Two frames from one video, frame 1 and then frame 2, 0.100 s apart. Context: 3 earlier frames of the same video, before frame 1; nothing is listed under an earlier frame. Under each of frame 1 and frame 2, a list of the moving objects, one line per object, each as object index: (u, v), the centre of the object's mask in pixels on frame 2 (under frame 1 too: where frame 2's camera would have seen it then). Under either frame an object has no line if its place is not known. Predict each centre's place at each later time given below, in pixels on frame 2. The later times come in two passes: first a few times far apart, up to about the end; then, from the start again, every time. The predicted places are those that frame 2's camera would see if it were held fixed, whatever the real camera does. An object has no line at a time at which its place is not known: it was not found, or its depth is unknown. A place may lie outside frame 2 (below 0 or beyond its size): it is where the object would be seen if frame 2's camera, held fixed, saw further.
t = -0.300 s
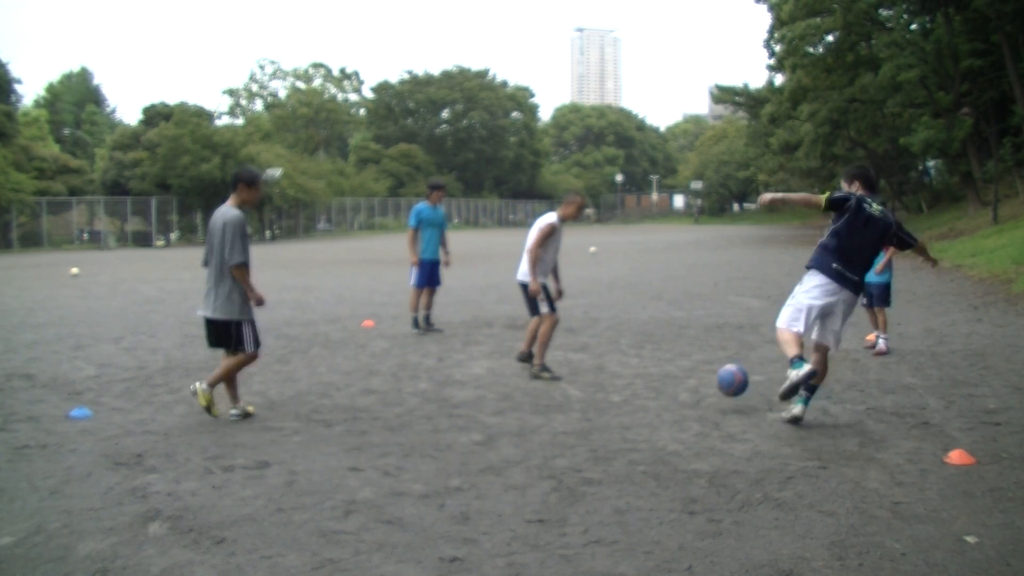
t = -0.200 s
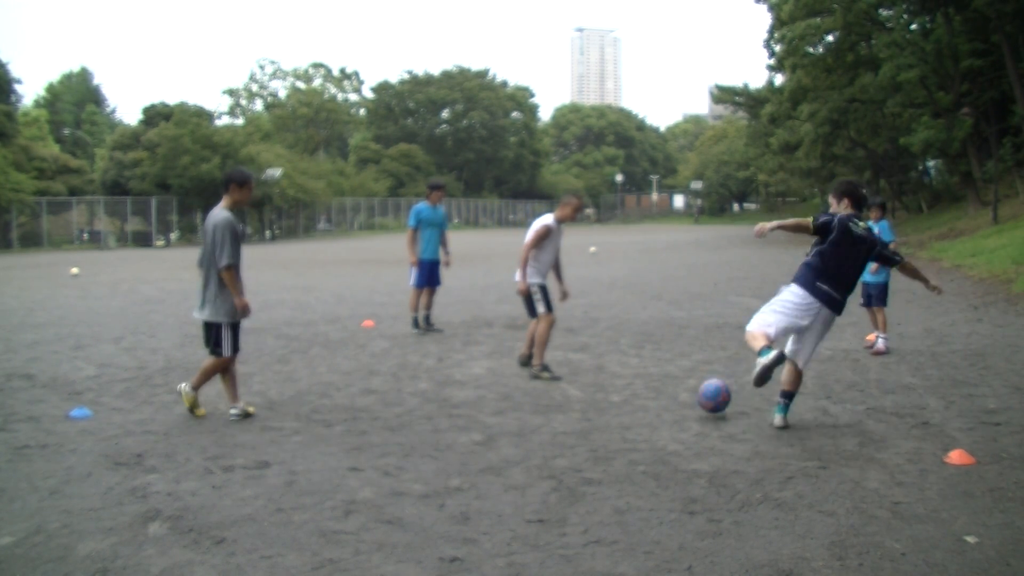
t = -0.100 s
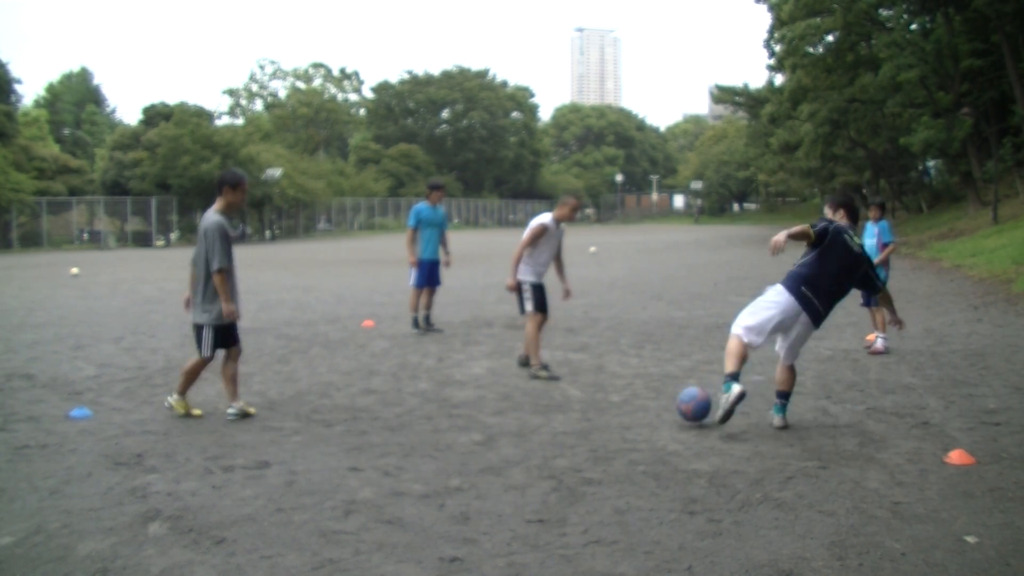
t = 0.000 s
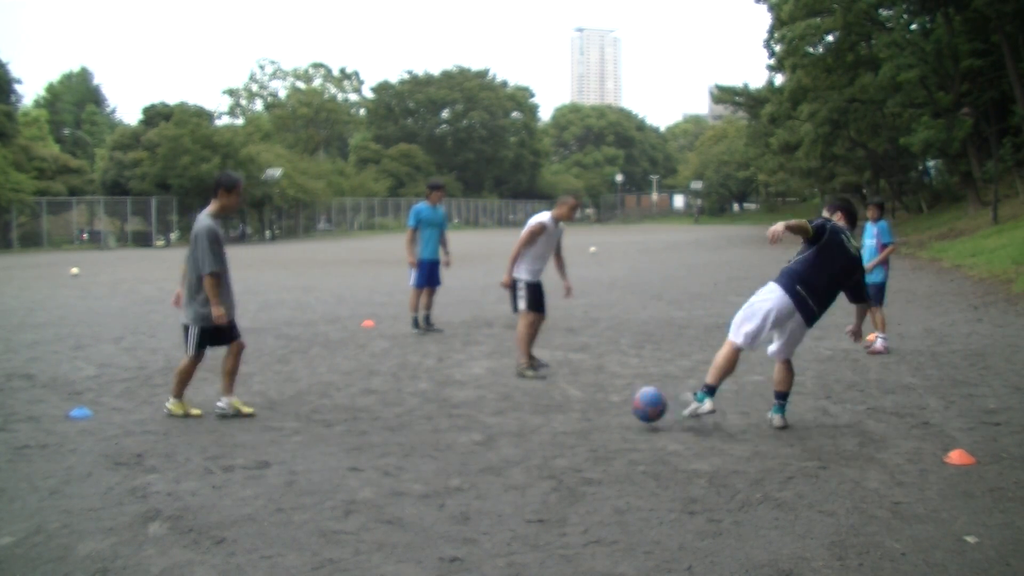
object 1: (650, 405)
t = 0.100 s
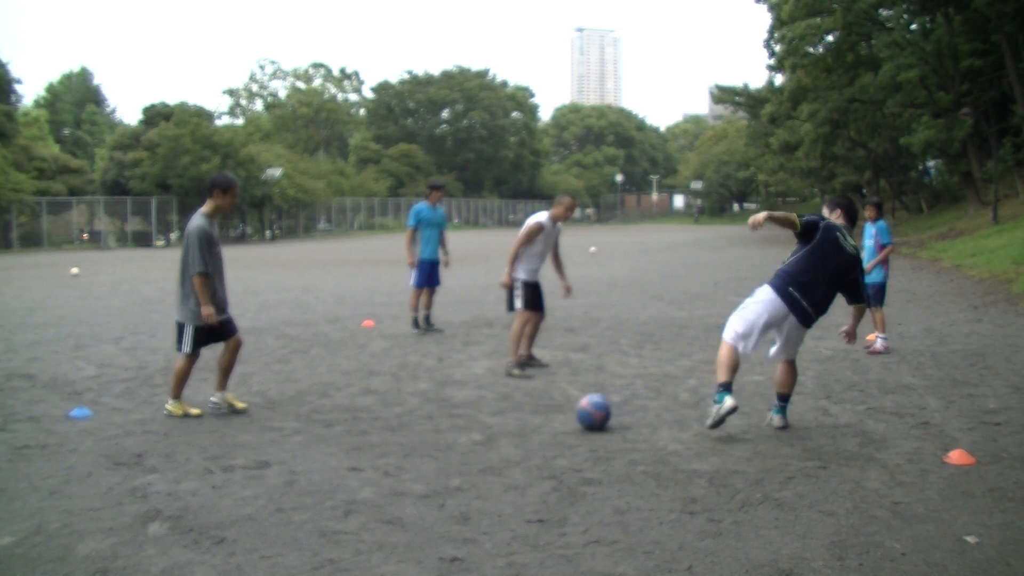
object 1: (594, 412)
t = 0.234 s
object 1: (531, 416)
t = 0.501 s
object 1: (415, 426)
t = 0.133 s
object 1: (578, 412)
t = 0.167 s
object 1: (562, 412)
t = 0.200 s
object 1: (546, 414)
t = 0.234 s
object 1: (531, 416)
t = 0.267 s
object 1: (516, 417)
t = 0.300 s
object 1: (502, 418)
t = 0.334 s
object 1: (488, 420)
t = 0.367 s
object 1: (474, 421)
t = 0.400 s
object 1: (460, 421)
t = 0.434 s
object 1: (445, 422)
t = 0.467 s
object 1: (431, 425)
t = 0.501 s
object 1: (415, 426)
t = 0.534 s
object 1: (401, 427)
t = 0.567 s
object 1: (386, 429)
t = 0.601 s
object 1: (371, 430)
